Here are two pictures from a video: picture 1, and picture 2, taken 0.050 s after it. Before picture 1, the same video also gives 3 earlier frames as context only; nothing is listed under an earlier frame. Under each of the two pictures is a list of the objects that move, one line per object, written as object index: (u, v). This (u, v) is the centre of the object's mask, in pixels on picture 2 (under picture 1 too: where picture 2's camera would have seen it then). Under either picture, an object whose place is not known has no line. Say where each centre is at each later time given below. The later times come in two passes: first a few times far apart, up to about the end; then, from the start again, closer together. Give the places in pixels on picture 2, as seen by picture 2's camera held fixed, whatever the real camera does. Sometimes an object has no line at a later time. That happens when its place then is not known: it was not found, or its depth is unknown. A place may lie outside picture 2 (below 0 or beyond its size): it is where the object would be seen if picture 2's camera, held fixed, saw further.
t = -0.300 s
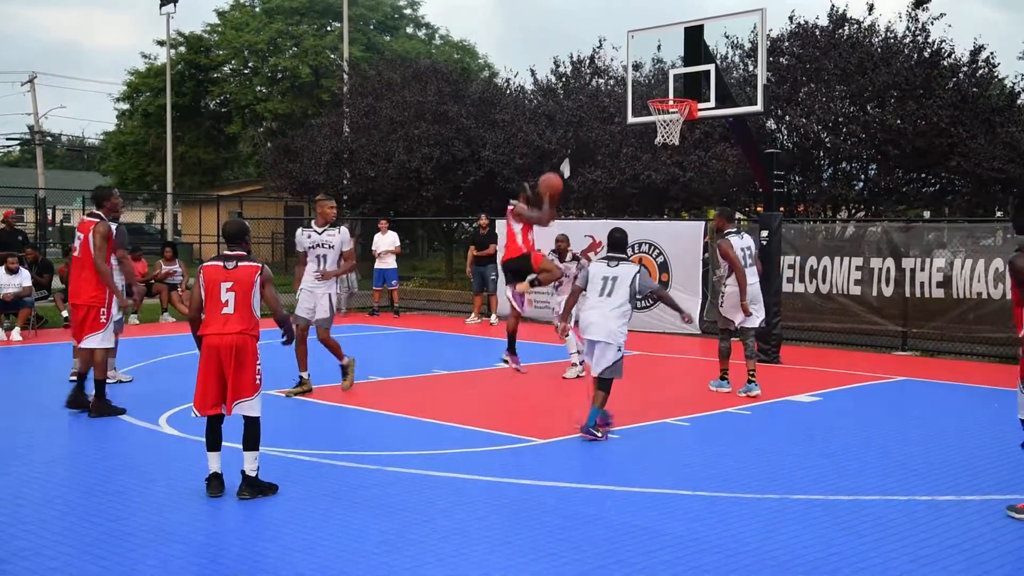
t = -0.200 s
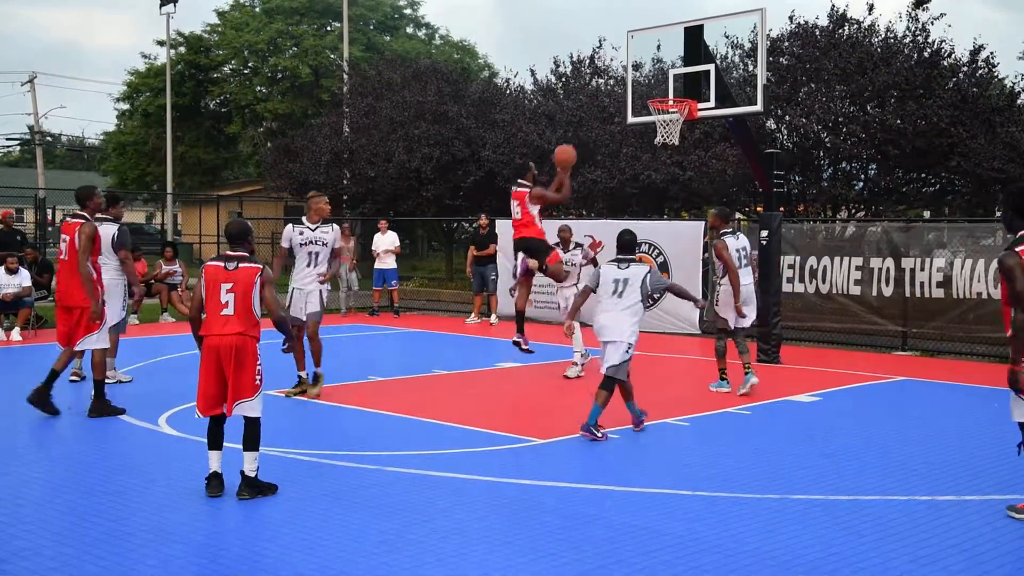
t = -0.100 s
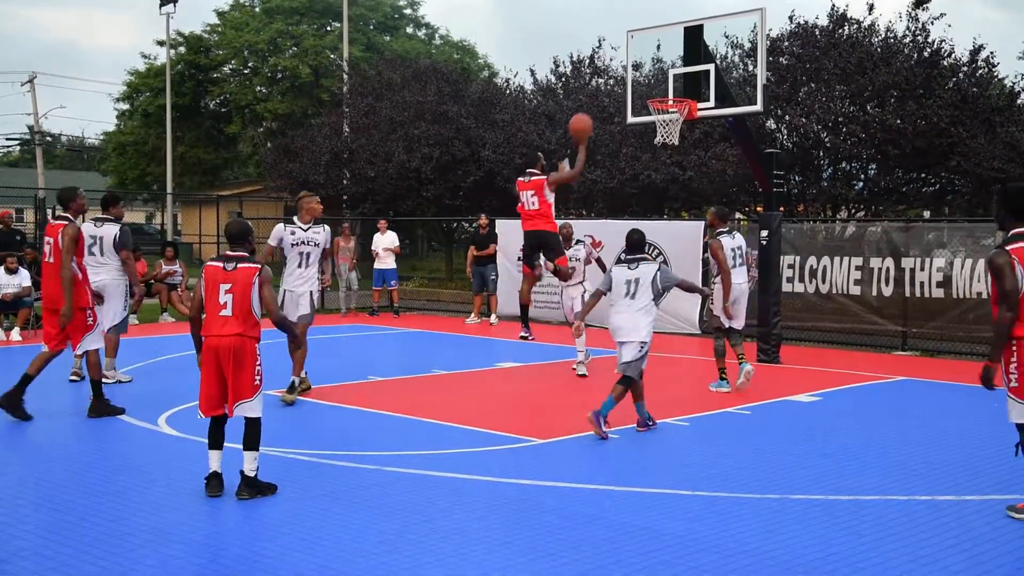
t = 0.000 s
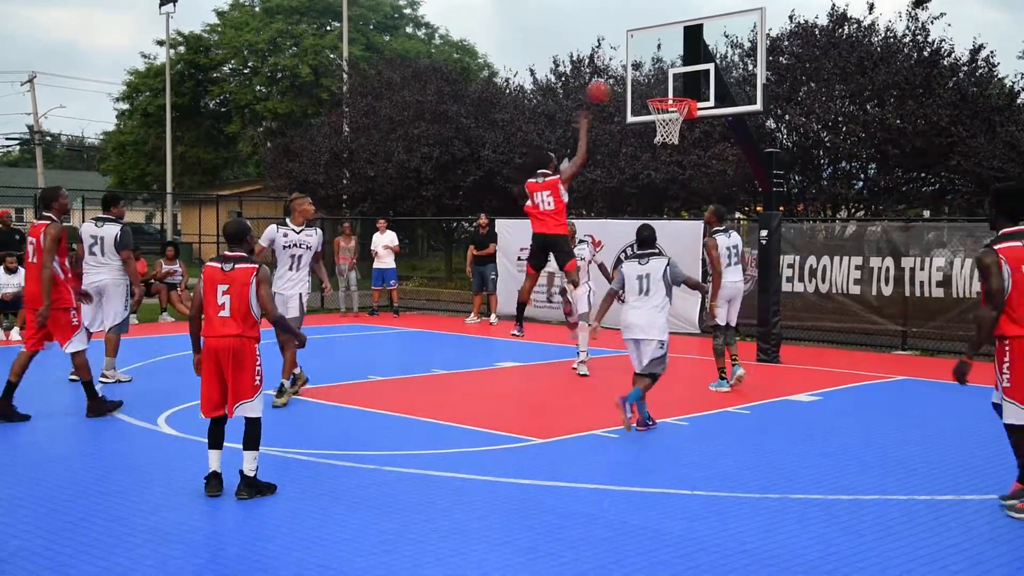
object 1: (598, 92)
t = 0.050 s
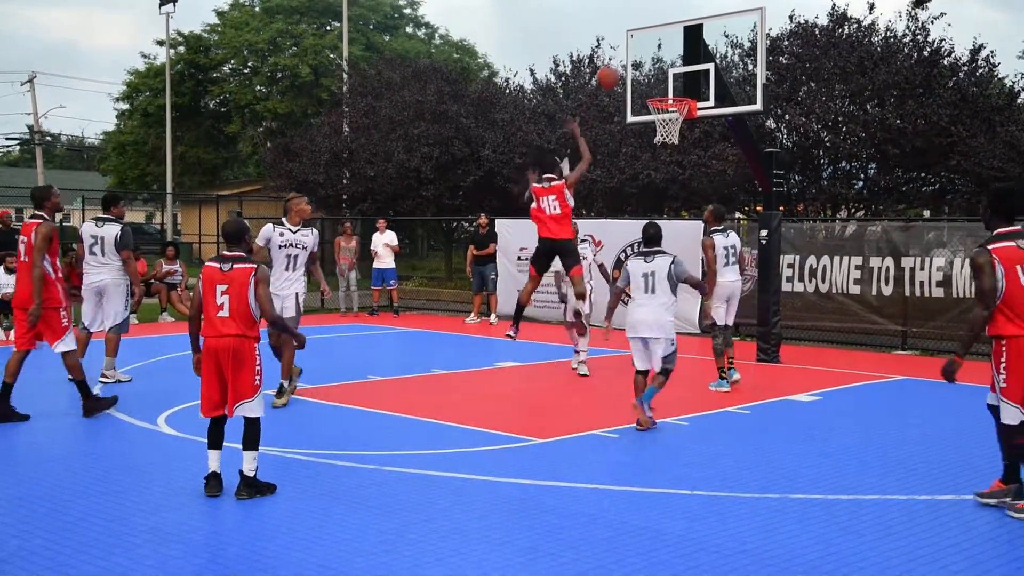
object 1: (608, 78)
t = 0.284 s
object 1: (647, 49)
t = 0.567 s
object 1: (691, 82)
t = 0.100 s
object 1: (616, 67)
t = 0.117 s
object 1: (619, 64)
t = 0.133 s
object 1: (622, 62)
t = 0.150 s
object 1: (625, 59)
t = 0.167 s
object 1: (628, 57)
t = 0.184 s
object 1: (631, 55)
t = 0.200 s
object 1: (634, 53)
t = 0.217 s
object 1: (636, 52)
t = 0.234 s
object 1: (639, 51)
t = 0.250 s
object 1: (642, 50)
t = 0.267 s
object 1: (645, 49)
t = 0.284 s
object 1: (647, 49)
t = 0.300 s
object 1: (651, 49)
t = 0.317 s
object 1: (653, 49)
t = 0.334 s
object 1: (656, 49)
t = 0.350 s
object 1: (658, 50)
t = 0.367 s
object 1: (661, 51)
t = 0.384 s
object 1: (663, 53)
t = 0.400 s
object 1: (666, 54)
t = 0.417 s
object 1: (669, 56)
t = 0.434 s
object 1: (672, 58)
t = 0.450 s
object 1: (674, 60)
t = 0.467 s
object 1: (677, 63)
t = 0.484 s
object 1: (679, 65)
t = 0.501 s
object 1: (682, 68)
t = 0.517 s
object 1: (684, 71)
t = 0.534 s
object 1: (686, 75)
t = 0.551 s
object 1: (689, 79)
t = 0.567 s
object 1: (691, 82)
